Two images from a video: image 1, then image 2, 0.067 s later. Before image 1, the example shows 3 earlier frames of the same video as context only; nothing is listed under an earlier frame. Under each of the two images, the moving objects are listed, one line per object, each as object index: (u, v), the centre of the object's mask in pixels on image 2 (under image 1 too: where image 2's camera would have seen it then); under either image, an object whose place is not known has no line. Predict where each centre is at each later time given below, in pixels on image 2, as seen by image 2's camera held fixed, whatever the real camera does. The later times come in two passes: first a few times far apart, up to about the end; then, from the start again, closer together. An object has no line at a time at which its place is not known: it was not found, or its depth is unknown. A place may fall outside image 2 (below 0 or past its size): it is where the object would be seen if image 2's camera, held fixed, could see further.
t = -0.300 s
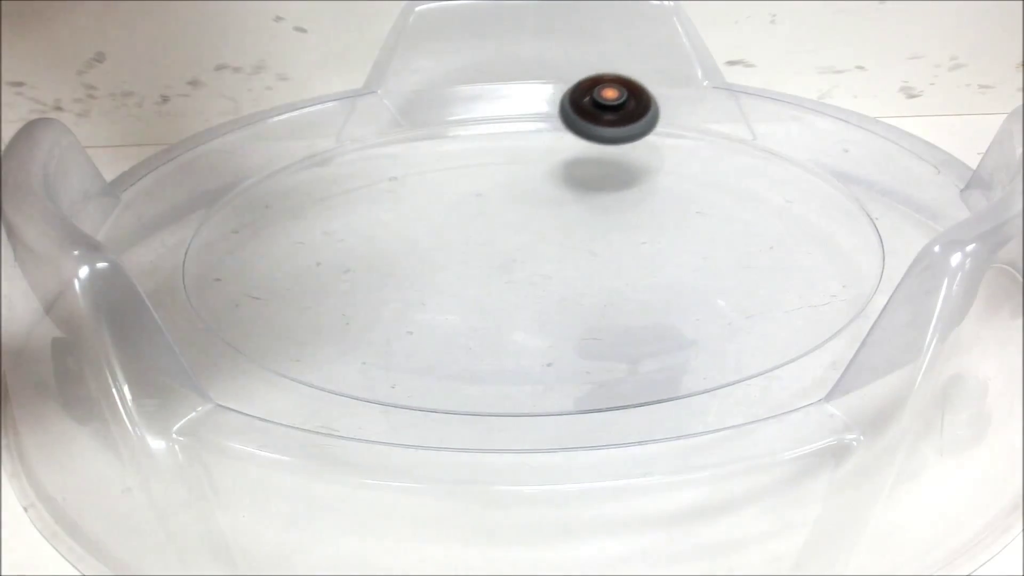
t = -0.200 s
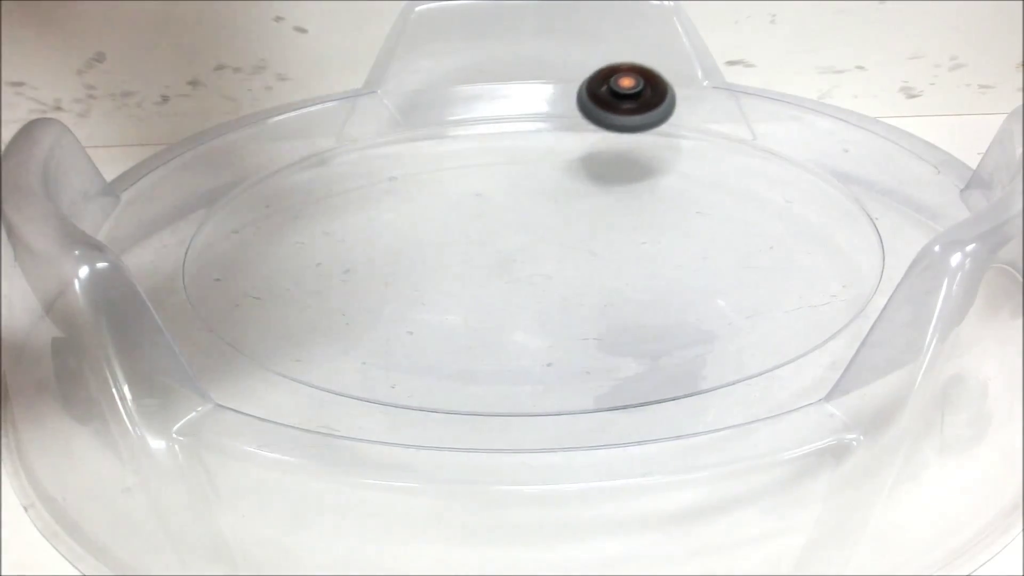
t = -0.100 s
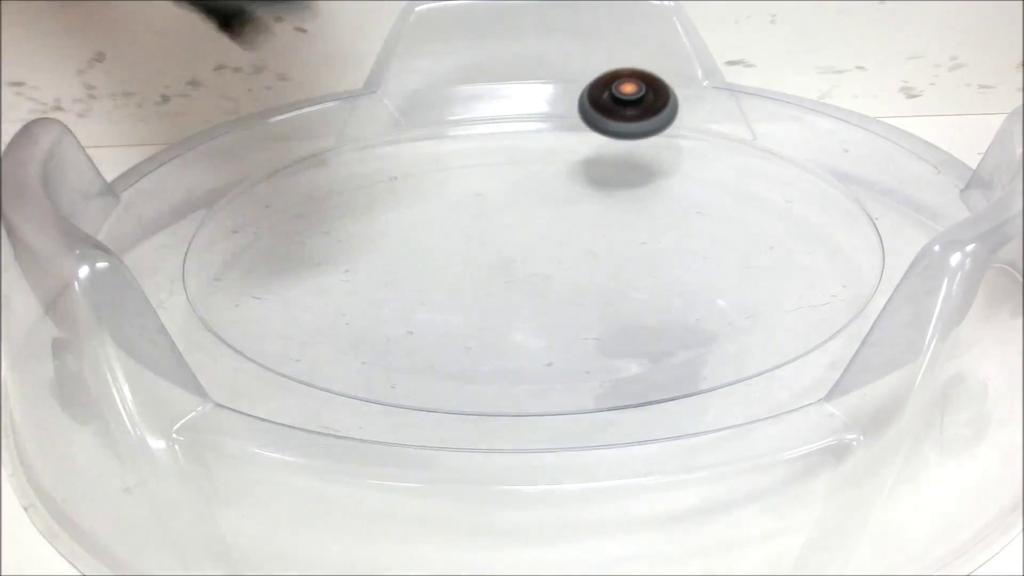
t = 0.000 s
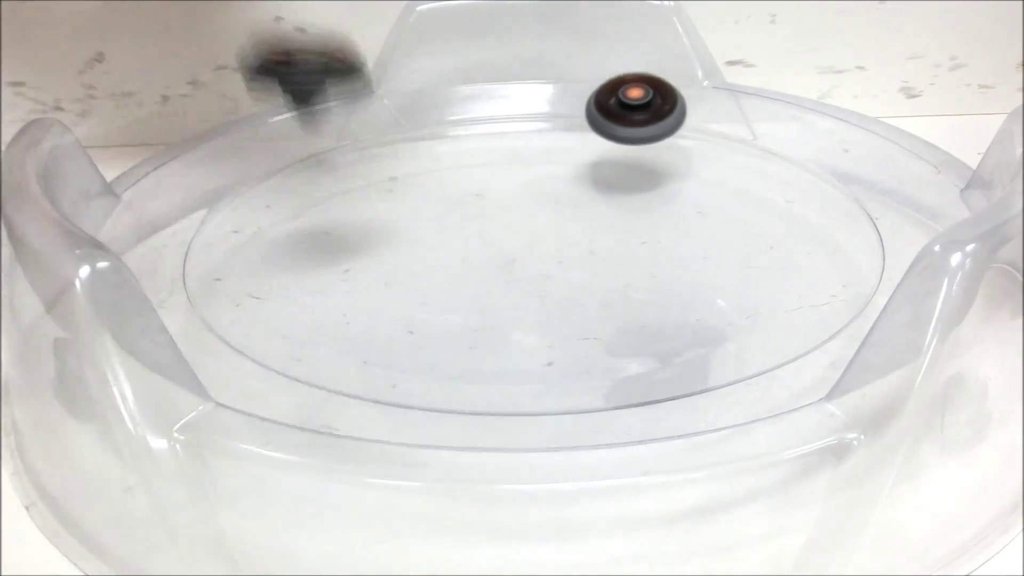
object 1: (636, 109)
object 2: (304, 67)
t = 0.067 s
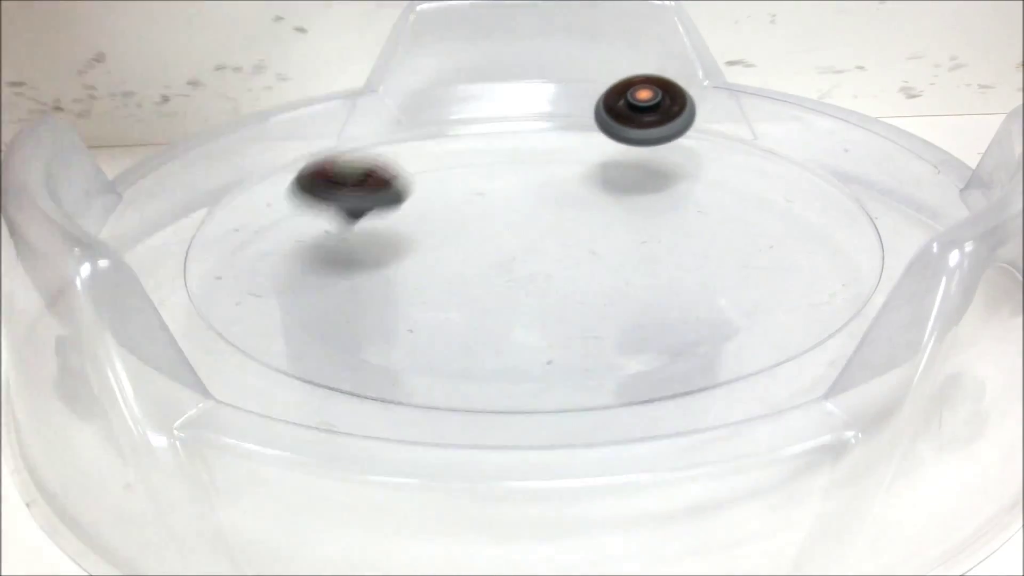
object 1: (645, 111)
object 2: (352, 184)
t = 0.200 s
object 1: (662, 115)
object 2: (469, 193)
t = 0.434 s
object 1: (692, 132)
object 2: (578, 189)
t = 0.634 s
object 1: (712, 152)
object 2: (496, 149)
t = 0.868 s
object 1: (700, 174)
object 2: (293, 151)
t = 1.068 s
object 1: (707, 194)
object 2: (325, 252)
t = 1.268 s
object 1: (751, 189)
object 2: (628, 259)
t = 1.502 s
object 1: (774, 137)
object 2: (598, 213)
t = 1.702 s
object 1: (676, 186)
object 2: (508, 136)
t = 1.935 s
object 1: (612, 259)
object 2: (318, 189)
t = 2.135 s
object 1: (667, 291)
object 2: (513, 291)
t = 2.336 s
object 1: (873, 232)
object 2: (547, 225)
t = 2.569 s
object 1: (712, 222)
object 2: (506, 161)
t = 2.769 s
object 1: (571, 247)
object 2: (381, 198)
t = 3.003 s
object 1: (858, 258)
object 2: (173, 151)
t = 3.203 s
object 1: (753, 233)
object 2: (180, 168)
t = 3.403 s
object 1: (506, 206)
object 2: (328, 271)
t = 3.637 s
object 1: (286, 216)
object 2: (657, 223)
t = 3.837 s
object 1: (216, 249)
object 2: (595, 92)
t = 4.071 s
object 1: (253, 271)
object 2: (389, 97)
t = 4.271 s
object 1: (342, 270)
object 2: (305, 198)
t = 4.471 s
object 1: (598, 304)
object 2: (428, 245)
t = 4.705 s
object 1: (728, 205)
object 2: (610, 200)
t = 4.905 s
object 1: (637, 123)
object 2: (526, 131)
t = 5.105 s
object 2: (382, 175)
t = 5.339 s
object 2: (540, 267)
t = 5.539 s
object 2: (729, 184)
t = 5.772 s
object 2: (790, 226)
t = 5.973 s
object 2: (472, 315)
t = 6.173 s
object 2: (348, 186)
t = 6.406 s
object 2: (438, 131)
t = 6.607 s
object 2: (727, 197)
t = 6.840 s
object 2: (645, 278)
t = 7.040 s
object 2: (329, 212)
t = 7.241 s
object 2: (547, 109)
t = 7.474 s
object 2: (678, 141)
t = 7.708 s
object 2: (706, 191)
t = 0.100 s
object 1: (649, 112)
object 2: (379, 167)
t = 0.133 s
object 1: (654, 113)
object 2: (407, 173)
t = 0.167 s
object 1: (658, 114)
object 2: (442, 202)
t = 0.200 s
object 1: (662, 115)
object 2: (469, 193)
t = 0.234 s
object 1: (665, 118)
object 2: (497, 203)
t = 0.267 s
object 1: (669, 120)
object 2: (520, 198)
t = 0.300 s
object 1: (673, 122)
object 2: (542, 203)
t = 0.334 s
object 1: (678, 124)
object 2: (558, 201)
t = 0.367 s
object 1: (683, 127)
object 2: (569, 197)
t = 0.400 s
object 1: (688, 129)
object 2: (576, 193)
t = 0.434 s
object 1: (692, 132)
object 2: (578, 189)
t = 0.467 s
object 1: (696, 135)
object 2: (575, 183)
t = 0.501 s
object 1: (699, 138)
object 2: (568, 177)
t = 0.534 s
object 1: (702, 142)
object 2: (556, 170)
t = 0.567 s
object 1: (706, 145)
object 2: (539, 164)
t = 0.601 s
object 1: (709, 149)
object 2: (519, 157)
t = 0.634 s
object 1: (712, 152)
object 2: (496, 149)
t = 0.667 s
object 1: (713, 155)
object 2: (468, 142)
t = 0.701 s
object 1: (712, 159)
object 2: (437, 137)
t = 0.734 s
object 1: (710, 162)
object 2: (405, 135)
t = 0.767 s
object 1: (707, 165)
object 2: (372, 134)
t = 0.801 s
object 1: (704, 169)
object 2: (341, 137)
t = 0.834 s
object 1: (702, 172)
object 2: (314, 142)
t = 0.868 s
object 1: (700, 174)
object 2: (293, 151)
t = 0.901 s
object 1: (699, 178)
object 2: (277, 160)
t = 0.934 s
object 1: (699, 181)
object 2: (268, 174)
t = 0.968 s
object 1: (700, 184)
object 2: (267, 190)
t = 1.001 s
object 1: (702, 187)
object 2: (274, 208)
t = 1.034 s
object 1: (704, 191)
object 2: (294, 231)
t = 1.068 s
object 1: (707, 194)
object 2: (325, 252)
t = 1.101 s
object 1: (709, 197)
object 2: (370, 269)
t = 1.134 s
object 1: (712, 199)
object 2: (432, 281)
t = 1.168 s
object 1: (715, 202)
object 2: (496, 283)
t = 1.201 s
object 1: (718, 204)
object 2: (560, 277)
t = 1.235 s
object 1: (720, 206)
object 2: (615, 263)
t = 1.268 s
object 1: (751, 189)
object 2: (628, 259)
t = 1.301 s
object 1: (790, 165)
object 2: (612, 263)
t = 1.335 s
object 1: (817, 144)
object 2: (599, 263)
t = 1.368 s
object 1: (816, 130)
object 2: (589, 258)
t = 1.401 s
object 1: (811, 128)
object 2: (585, 251)
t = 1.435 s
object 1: (803, 127)
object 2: (587, 241)
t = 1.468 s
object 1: (791, 131)
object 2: (592, 228)
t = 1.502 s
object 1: (774, 137)
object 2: (598, 213)
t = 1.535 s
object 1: (758, 143)
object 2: (598, 197)
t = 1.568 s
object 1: (743, 150)
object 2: (592, 181)
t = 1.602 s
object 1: (728, 157)
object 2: (579, 167)
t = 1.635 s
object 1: (711, 166)
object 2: (561, 153)
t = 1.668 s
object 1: (693, 176)
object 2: (537, 143)
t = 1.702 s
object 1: (676, 186)
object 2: (508, 136)
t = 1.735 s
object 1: (660, 196)
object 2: (474, 132)
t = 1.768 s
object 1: (646, 206)
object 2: (440, 131)
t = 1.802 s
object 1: (635, 217)
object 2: (407, 135)
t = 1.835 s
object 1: (626, 228)
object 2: (376, 143)
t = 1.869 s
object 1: (619, 239)
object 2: (350, 154)
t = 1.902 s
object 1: (614, 249)
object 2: (330, 169)
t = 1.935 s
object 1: (612, 259)
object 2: (318, 189)
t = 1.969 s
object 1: (613, 268)
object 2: (317, 213)
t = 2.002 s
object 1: (616, 276)
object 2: (331, 237)
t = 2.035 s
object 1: (623, 282)
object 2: (362, 259)
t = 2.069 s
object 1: (632, 287)
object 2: (403, 277)
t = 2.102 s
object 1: (643, 291)
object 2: (462, 289)
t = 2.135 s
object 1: (667, 291)
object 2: (513, 291)
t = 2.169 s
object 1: (762, 286)
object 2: (505, 281)
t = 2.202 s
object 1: (835, 273)
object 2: (502, 270)
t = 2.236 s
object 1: (869, 243)
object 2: (507, 257)
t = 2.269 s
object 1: (888, 243)
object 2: (518, 246)
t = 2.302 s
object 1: (883, 238)
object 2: (532, 235)
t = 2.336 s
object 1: (873, 232)
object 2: (547, 225)
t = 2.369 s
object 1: (854, 229)
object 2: (558, 215)
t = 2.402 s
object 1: (831, 225)
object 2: (563, 205)
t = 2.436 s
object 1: (807, 222)
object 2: (563, 194)
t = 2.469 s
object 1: (783, 221)
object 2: (557, 184)
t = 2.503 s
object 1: (760, 221)
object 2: (544, 174)
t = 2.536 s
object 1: (736, 221)
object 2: (528, 166)
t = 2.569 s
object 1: (712, 222)
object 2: (506, 161)
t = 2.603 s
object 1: (688, 225)
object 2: (481, 159)
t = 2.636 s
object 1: (664, 228)
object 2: (455, 159)
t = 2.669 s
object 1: (640, 232)
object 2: (430, 164)
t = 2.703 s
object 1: (617, 237)
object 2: (408, 172)
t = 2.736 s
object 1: (593, 242)
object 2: (391, 184)
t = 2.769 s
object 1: (571, 247)
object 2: (381, 198)
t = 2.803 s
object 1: (550, 252)
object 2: (382, 215)
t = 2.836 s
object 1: (531, 258)
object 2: (394, 231)
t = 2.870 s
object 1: (554, 261)
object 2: (371, 219)
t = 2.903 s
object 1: (639, 262)
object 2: (311, 197)
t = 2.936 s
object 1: (734, 286)
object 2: (249, 184)
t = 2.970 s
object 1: (811, 278)
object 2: (207, 164)
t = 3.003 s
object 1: (858, 258)
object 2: (173, 151)
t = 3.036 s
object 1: (876, 252)
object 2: (151, 141)
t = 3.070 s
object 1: (873, 256)
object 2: (144, 137)
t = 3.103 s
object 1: (862, 250)
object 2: (145, 140)
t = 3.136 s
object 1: (833, 245)
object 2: (153, 149)
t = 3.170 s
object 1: (794, 238)
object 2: (163, 157)
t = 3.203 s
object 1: (753, 233)
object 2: (180, 168)
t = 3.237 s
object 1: (711, 227)
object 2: (197, 181)
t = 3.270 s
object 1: (669, 222)
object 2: (217, 202)
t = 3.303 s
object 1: (627, 217)
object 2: (235, 219)
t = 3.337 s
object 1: (585, 212)
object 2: (257, 237)
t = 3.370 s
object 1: (545, 209)
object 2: (287, 254)
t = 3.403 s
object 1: (506, 206)
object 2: (328, 271)
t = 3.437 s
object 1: (467, 205)
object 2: (377, 285)
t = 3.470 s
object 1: (430, 204)
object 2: (438, 290)
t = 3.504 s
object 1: (394, 204)
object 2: (497, 290)
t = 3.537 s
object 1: (359, 205)
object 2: (550, 281)
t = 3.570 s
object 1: (331, 208)
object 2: (596, 266)
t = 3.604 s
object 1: (307, 211)
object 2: (634, 246)
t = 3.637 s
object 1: (286, 216)
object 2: (657, 223)
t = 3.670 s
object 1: (267, 223)
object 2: (669, 199)
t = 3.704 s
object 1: (252, 229)
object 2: (672, 174)
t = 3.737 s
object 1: (239, 235)
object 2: (664, 149)
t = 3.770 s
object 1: (228, 239)
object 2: (647, 127)
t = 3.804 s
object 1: (221, 244)
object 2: (623, 108)
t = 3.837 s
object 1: (216, 249)
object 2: (595, 92)
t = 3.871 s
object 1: (214, 254)
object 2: (562, 80)
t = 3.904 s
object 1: (215, 258)
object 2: (530, 74)
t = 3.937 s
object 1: (218, 263)
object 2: (500, 73)
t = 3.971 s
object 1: (223, 266)
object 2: (470, 81)
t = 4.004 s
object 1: (232, 268)
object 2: (443, 86)
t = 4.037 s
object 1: (241, 270)
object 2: (416, 90)
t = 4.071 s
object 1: (253, 271)
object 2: (389, 97)
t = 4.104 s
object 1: (264, 271)
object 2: (362, 108)
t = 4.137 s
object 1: (277, 271)
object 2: (337, 124)
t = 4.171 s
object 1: (291, 271)
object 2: (319, 139)
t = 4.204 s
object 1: (307, 271)
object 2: (308, 155)
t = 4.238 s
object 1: (324, 271)
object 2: (303, 175)
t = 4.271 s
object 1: (342, 270)
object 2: (305, 198)
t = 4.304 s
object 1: (363, 272)
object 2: (313, 217)
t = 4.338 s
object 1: (396, 283)
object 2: (328, 228)
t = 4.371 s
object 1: (430, 289)
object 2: (350, 239)
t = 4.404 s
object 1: (473, 292)
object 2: (379, 248)
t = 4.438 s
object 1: (537, 304)
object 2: (402, 245)
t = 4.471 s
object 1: (598, 304)
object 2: (428, 245)
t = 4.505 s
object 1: (652, 299)
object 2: (459, 244)
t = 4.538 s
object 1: (692, 288)
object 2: (492, 242)
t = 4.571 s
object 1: (721, 273)
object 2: (523, 239)
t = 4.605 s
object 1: (734, 257)
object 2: (551, 233)
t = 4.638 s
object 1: (738, 240)
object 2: (577, 224)
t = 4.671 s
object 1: (735, 222)
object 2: (597, 213)
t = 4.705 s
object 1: (728, 205)
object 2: (610, 200)
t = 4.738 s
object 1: (721, 188)
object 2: (613, 185)
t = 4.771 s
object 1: (716, 173)
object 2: (604, 170)
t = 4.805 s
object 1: (704, 158)
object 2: (590, 156)
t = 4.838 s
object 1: (685, 145)
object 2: (573, 144)
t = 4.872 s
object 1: (661, 133)
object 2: (551, 137)
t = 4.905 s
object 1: (637, 123)
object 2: (526, 131)
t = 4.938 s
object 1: (613, 114)
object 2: (496, 131)
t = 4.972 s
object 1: (591, 108)
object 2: (466, 131)
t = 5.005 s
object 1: (568, 102)
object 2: (440, 137)
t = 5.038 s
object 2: (414, 146)
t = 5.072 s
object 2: (395, 159)
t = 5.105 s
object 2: (382, 175)
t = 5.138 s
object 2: (378, 193)
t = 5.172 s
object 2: (382, 212)
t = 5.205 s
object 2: (397, 228)
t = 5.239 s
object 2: (421, 244)
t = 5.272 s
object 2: (455, 257)
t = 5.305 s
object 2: (495, 266)
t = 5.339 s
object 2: (540, 267)
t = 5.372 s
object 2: (588, 265)
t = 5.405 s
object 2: (633, 255)
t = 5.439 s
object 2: (671, 241)
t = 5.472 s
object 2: (700, 224)
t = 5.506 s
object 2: (719, 205)
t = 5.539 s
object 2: (729, 184)
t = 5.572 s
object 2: (701, 129)
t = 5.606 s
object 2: (607, 101)
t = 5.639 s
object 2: (495, 114)
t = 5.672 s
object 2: (400, 176)
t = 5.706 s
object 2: (426, 259)
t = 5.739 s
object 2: (614, 289)
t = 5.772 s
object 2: (790, 226)
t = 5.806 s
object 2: (808, 154)
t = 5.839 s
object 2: (725, 116)
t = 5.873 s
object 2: (596, 116)
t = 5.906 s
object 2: (447, 160)
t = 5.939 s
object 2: (371, 240)
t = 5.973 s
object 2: (472, 315)
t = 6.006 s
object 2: (728, 305)
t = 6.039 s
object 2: (858, 235)
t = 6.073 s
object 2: (827, 172)
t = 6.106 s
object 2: (701, 138)
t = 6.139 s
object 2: (517, 140)
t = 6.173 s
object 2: (348, 186)
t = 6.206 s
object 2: (278, 268)
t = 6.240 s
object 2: (402, 340)
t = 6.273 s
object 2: (639, 342)
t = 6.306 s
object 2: (786, 278)
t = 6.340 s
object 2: (776, 201)
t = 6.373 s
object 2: (635, 144)
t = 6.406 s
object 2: (438, 131)
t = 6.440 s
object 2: (272, 161)
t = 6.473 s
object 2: (196, 223)
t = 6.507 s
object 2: (254, 298)
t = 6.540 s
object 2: (465, 335)
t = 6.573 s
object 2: (692, 289)
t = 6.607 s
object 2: (727, 197)
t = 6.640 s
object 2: (615, 127)
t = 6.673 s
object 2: (462, 99)
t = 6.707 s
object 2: (337, 120)
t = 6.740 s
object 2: (257, 164)
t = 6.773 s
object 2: (263, 232)
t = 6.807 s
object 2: (423, 301)
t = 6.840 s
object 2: (645, 278)
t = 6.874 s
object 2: (727, 195)
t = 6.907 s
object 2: (666, 122)
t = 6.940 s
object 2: (561, 89)
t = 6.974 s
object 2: (449, 98)
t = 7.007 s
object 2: (362, 136)
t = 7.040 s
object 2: (329, 212)
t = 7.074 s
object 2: (441, 284)
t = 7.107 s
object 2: (652, 279)
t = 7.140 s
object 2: (766, 205)
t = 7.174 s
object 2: (743, 137)
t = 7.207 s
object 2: (656, 107)
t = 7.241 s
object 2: (547, 109)
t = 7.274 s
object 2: (431, 149)
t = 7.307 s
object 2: (375, 222)
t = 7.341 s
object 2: (458, 291)
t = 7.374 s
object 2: (655, 295)
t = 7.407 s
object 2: (785, 233)
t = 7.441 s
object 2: (776, 171)
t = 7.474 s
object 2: (678, 141)
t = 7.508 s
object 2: (528, 146)
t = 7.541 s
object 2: (404, 190)
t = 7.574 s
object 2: (363, 258)
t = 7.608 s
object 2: (466, 312)
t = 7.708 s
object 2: (706, 191)
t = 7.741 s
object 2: (585, 164)
